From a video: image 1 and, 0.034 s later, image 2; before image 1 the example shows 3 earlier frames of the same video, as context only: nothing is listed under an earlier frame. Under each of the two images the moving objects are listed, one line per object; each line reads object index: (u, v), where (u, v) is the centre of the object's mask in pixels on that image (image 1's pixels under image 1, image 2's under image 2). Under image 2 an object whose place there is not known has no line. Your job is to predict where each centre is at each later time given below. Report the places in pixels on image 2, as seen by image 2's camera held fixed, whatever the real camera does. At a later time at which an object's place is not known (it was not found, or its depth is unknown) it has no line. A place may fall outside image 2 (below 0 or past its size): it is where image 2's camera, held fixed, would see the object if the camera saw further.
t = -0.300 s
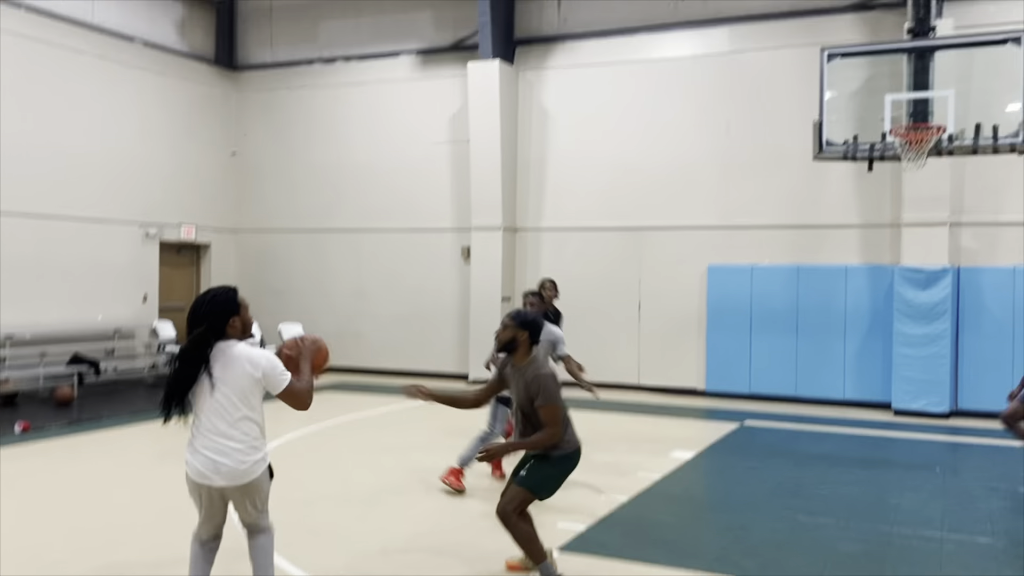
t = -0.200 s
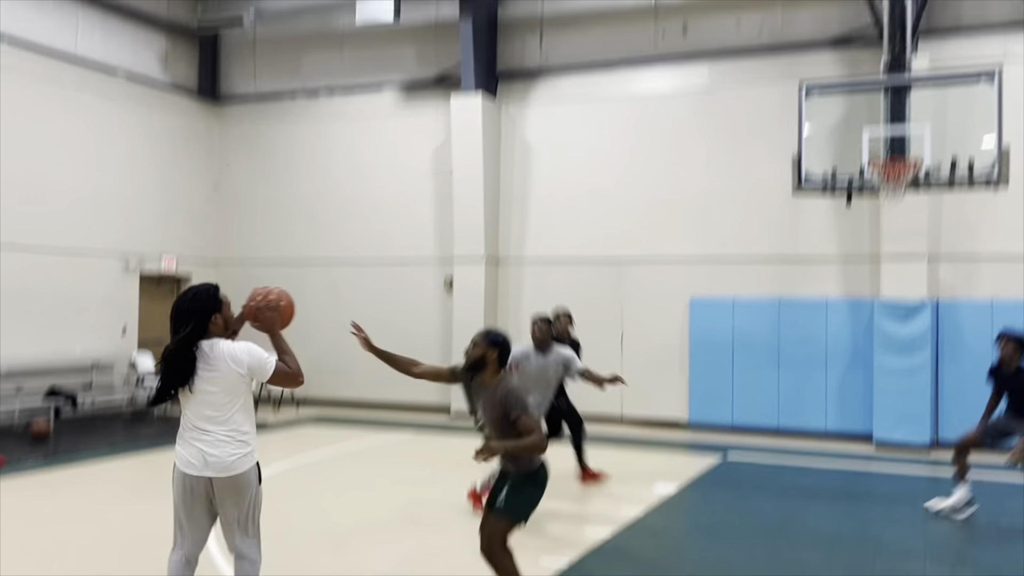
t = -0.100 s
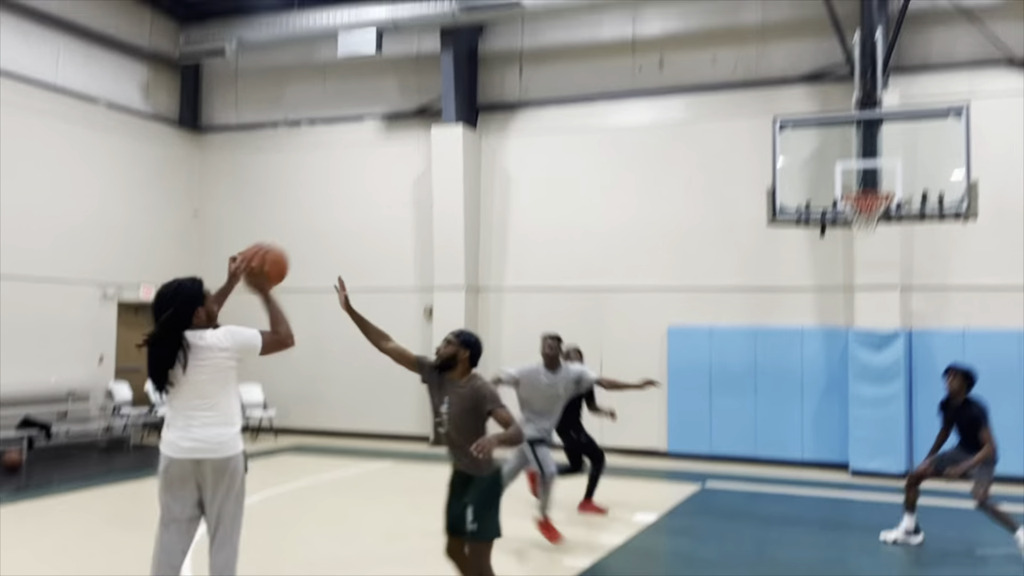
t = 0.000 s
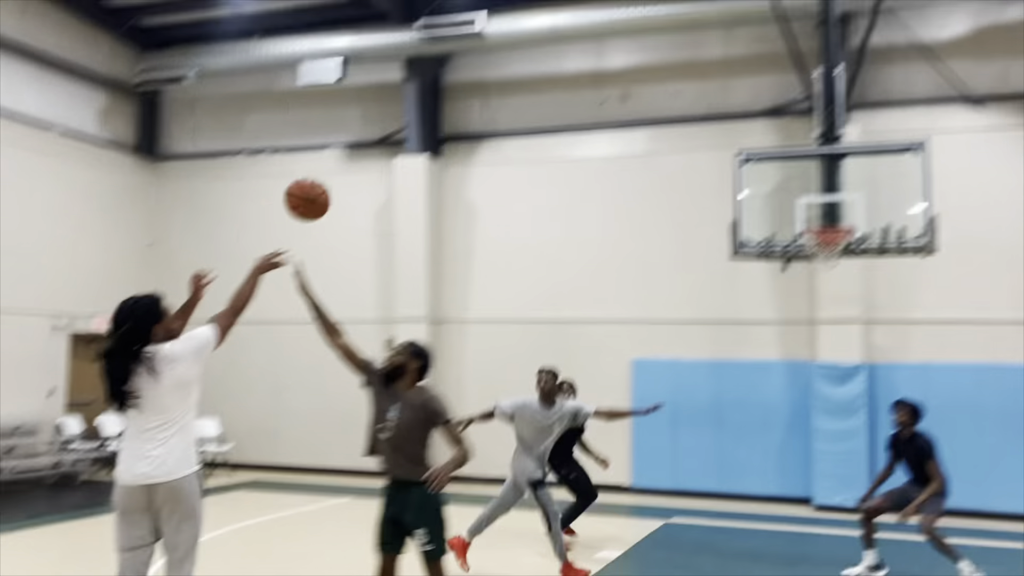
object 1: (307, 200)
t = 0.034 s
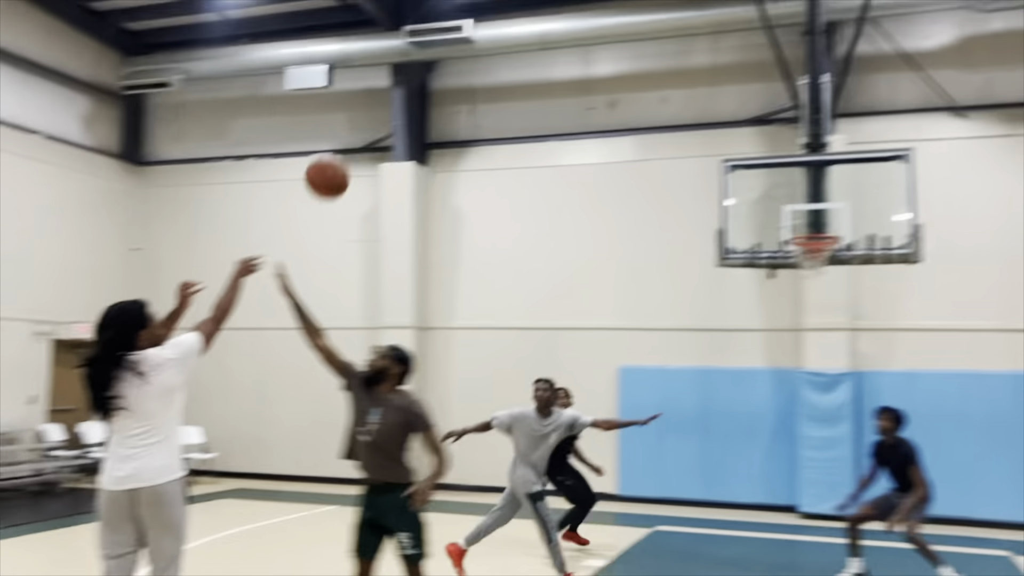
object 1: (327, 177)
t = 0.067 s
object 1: (361, 152)
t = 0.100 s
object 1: (391, 131)
